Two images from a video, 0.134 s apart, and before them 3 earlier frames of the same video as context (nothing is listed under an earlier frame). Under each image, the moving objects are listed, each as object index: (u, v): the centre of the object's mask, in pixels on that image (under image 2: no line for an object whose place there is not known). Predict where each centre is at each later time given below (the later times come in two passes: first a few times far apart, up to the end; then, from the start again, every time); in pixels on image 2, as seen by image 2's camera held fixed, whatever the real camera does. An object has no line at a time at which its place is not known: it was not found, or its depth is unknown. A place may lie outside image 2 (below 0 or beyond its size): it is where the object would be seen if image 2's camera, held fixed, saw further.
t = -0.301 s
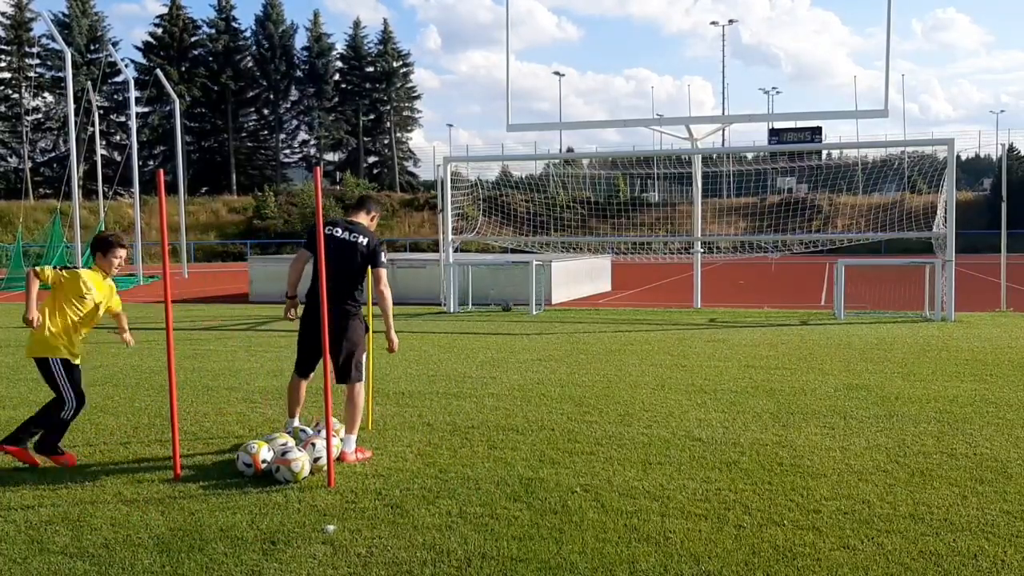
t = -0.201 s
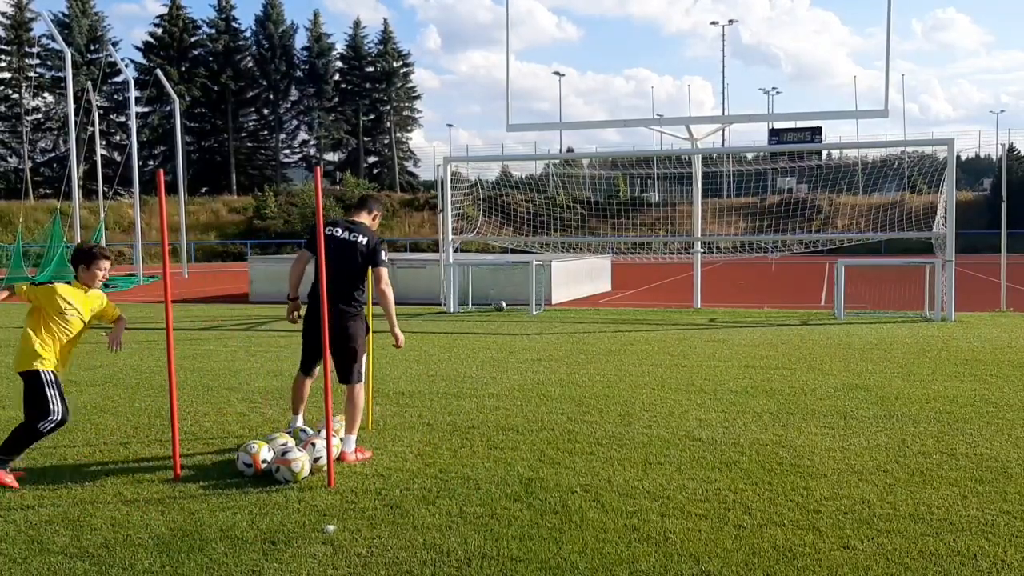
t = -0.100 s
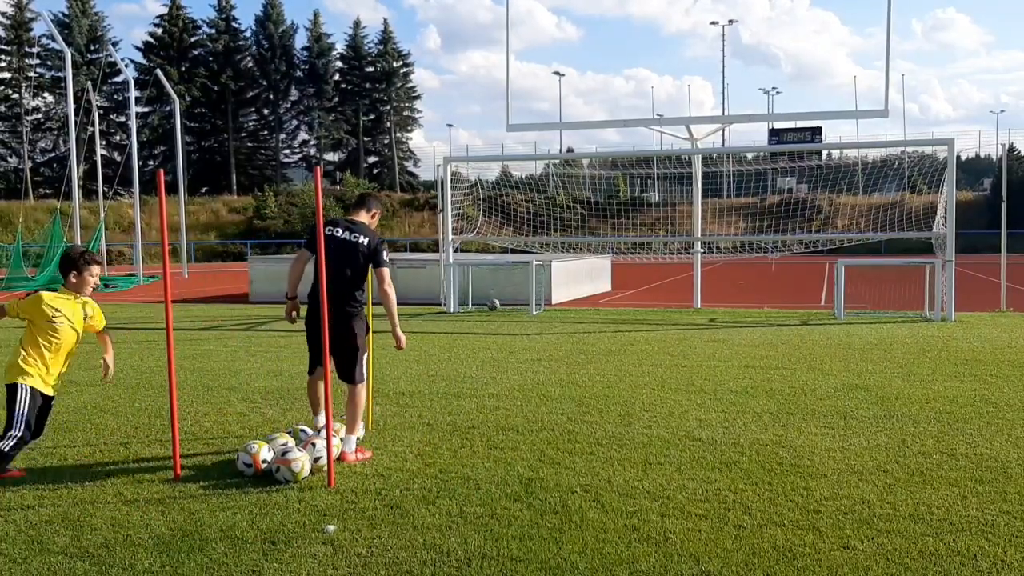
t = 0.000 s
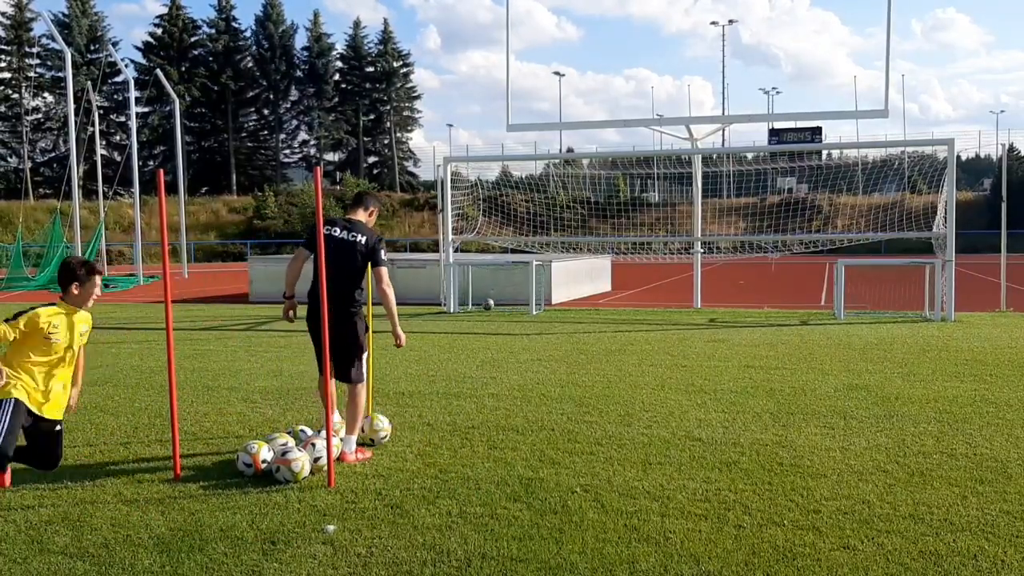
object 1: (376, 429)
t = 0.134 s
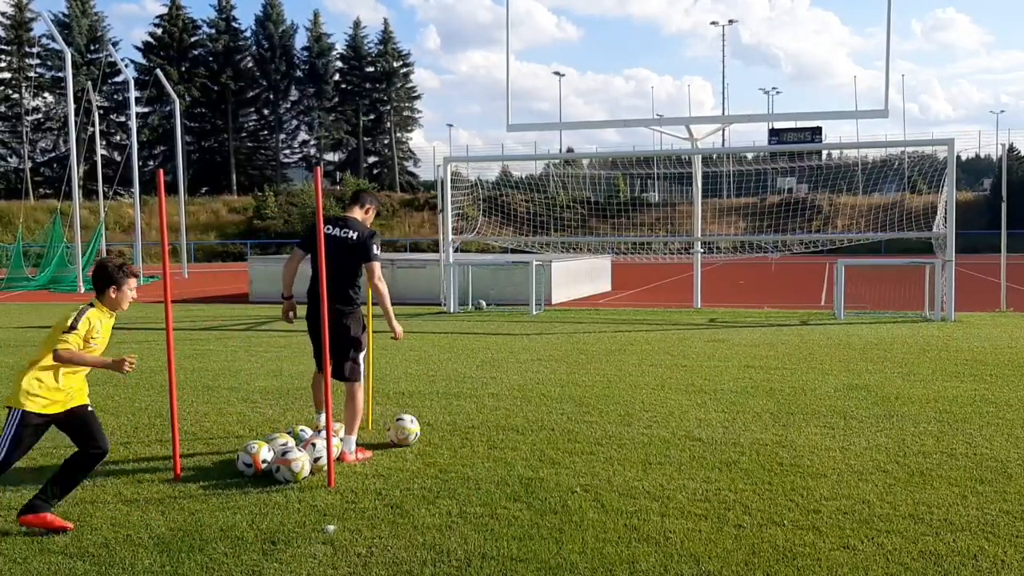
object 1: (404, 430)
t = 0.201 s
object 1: (416, 431)
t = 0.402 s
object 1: (450, 430)
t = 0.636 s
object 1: (483, 430)
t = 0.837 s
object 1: (505, 430)
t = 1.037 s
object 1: (520, 430)
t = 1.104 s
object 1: (524, 430)
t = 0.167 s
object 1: (410, 431)
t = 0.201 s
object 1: (416, 431)
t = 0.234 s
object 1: (423, 431)
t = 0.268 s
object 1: (428, 431)
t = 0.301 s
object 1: (433, 431)
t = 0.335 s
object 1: (439, 431)
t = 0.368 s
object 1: (445, 430)
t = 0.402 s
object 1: (450, 430)
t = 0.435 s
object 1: (455, 431)
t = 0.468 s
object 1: (460, 432)
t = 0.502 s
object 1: (464, 432)
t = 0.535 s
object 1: (469, 431)
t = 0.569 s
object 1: (474, 431)
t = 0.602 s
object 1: (478, 431)
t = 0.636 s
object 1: (483, 430)
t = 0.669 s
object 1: (488, 431)
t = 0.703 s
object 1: (491, 432)
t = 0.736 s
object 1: (496, 431)
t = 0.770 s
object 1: (499, 430)
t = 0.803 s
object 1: (502, 430)
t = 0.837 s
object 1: (505, 430)
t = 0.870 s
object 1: (508, 430)
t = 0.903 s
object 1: (511, 430)
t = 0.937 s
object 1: (513, 430)
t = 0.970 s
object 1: (515, 430)
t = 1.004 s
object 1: (518, 430)
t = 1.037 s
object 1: (520, 430)
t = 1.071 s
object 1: (522, 430)
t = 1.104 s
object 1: (524, 430)
